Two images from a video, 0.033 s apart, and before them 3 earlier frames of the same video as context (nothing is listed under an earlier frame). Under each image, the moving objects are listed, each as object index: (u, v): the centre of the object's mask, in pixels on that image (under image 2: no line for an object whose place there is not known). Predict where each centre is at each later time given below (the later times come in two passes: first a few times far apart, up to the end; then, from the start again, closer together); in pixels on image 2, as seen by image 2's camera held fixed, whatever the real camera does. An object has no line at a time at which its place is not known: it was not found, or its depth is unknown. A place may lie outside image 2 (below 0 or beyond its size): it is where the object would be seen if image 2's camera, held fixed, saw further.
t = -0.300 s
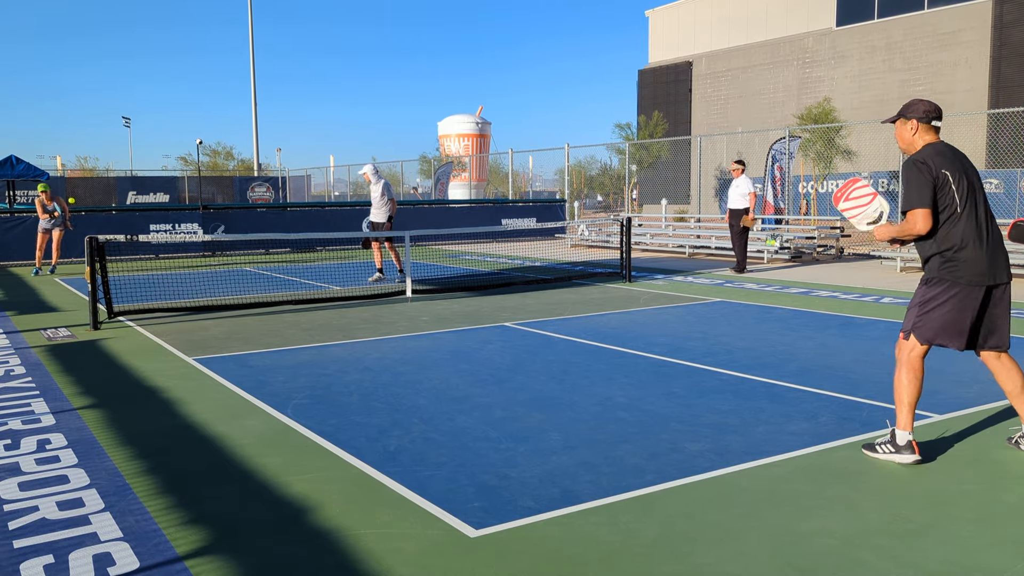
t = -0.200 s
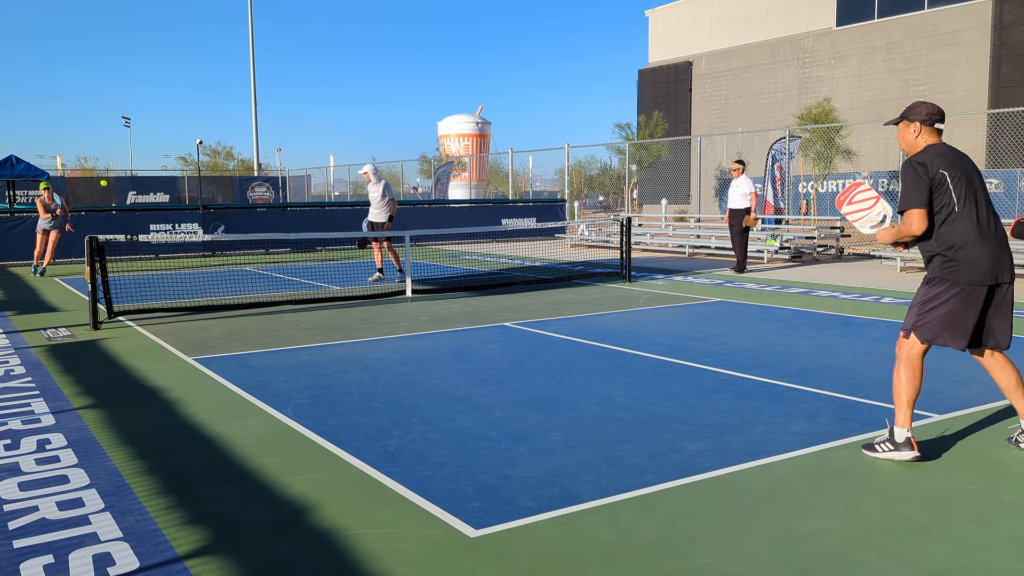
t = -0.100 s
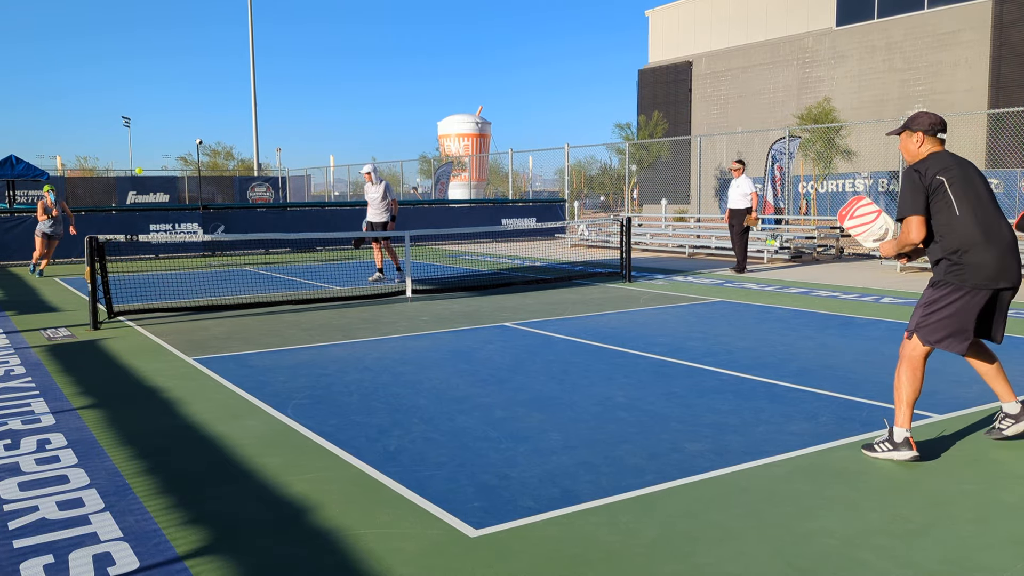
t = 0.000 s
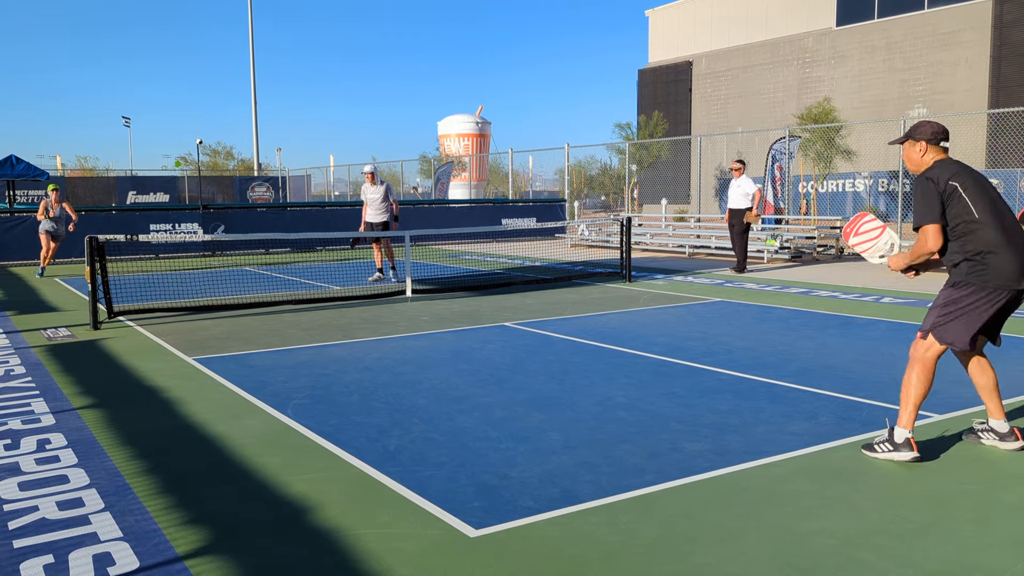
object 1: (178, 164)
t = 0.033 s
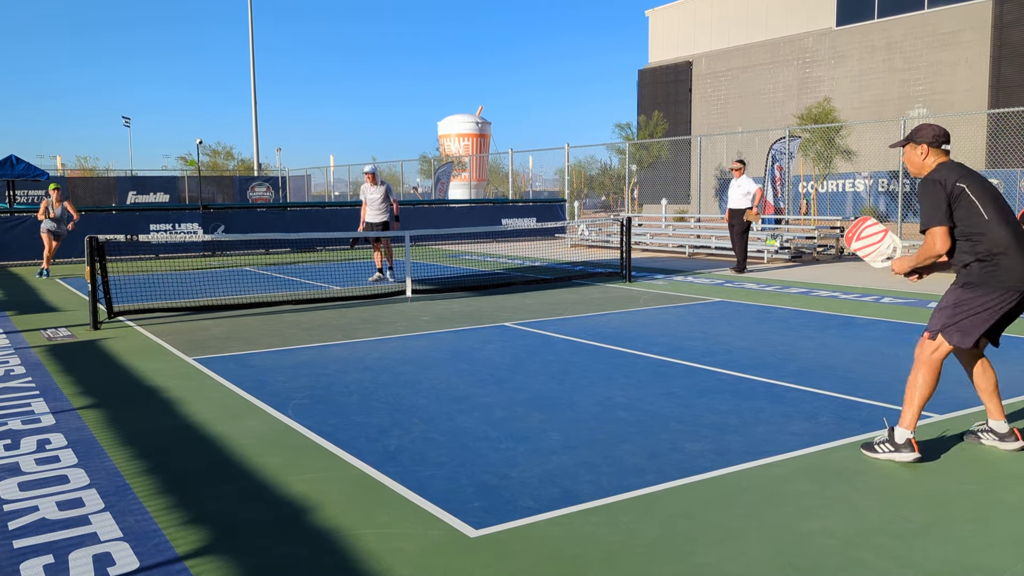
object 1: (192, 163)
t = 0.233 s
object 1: (287, 178)
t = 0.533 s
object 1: (489, 291)
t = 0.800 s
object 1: (689, 351)
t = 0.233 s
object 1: (287, 178)
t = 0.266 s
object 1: (306, 184)
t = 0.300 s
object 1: (326, 192)
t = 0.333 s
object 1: (346, 200)
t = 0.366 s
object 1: (367, 210)
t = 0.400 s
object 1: (389, 223)
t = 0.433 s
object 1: (412, 237)
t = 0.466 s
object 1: (437, 253)
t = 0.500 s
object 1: (462, 270)
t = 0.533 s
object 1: (489, 291)
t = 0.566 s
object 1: (517, 314)
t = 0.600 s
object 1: (547, 338)
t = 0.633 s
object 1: (579, 367)
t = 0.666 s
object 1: (611, 394)
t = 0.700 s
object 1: (629, 381)
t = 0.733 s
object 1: (649, 370)
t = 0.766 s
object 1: (668, 359)
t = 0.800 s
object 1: (689, 351)
